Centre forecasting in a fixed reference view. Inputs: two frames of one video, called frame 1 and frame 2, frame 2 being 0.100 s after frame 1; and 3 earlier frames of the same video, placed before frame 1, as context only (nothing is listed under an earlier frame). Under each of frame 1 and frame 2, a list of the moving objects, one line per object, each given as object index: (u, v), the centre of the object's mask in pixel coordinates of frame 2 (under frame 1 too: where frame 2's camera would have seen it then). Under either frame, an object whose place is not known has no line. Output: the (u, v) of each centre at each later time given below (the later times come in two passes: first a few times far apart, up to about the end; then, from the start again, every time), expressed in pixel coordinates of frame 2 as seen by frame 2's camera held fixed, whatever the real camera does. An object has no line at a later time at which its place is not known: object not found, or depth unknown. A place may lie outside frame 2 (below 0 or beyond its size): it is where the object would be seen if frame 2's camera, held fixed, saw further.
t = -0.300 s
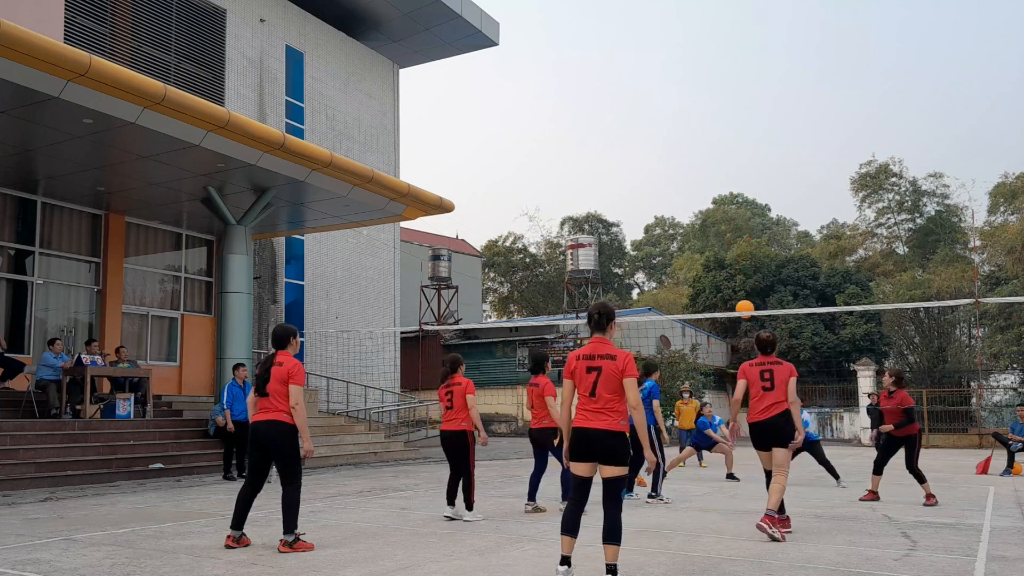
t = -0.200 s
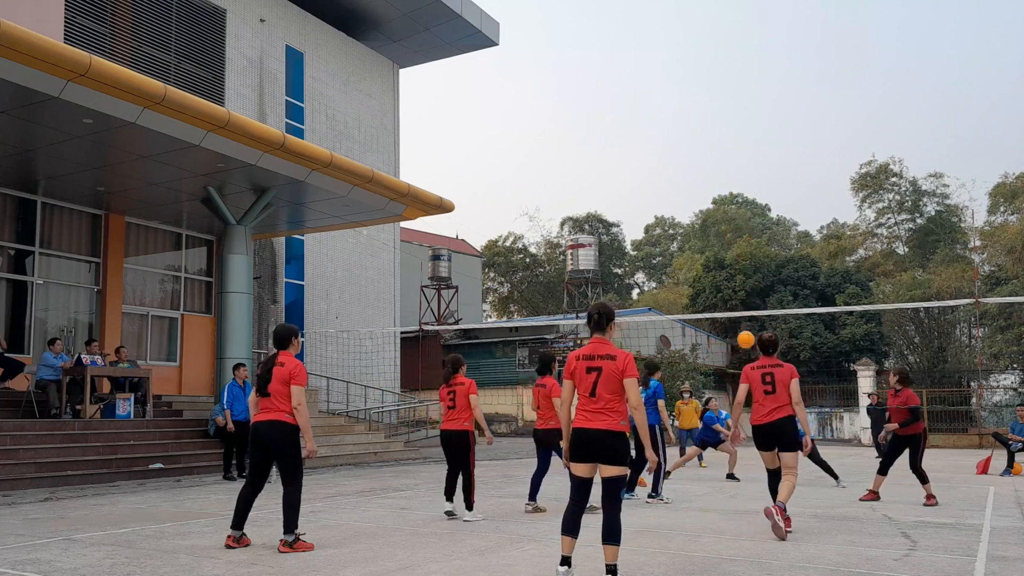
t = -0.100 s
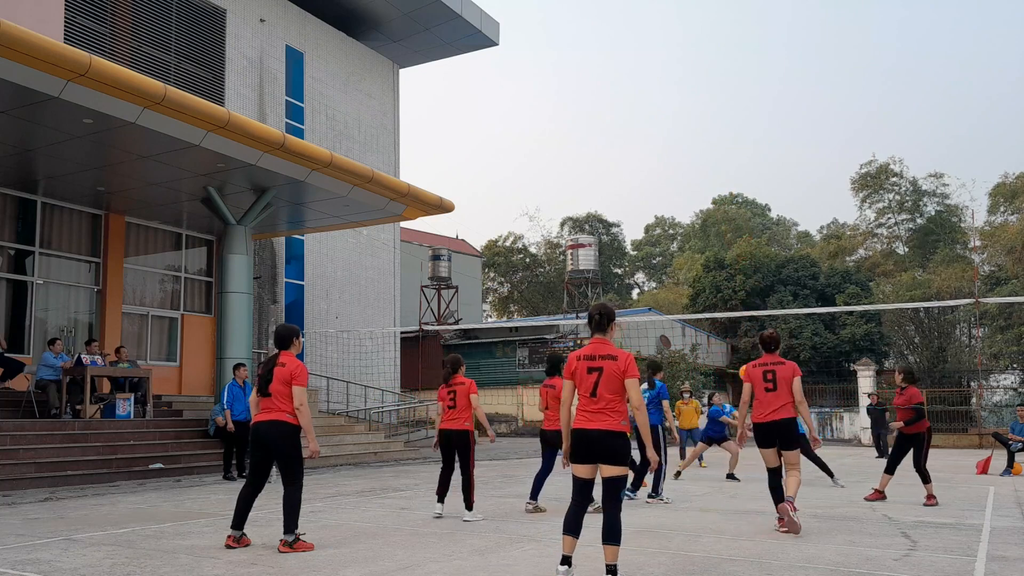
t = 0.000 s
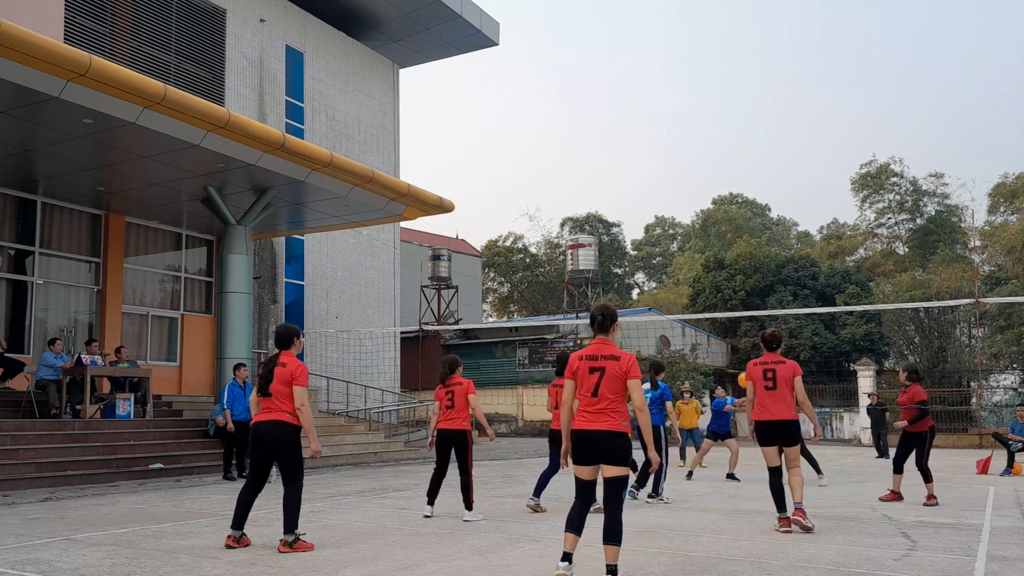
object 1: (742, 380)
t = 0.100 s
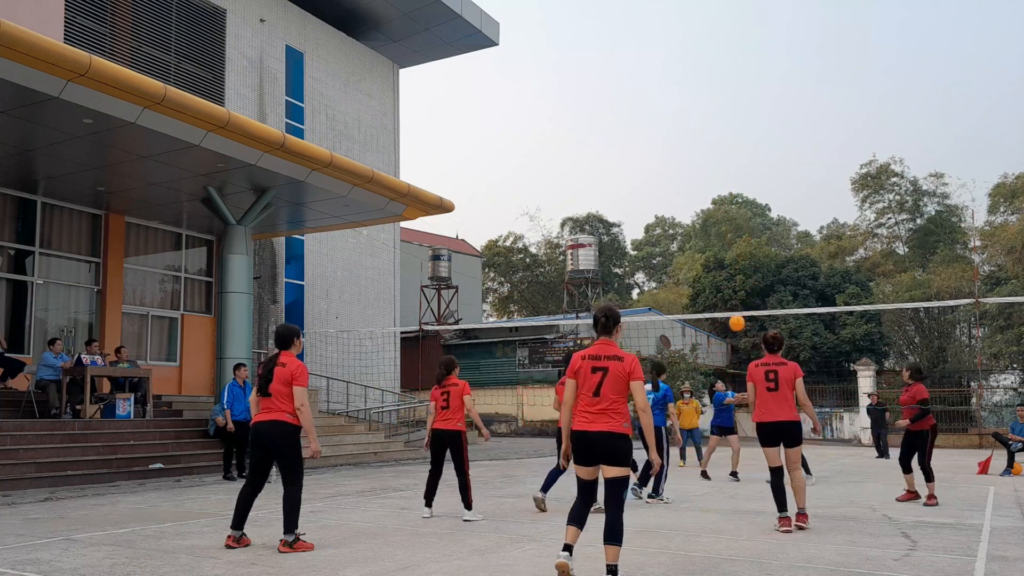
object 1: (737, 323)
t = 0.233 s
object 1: (726, 259)
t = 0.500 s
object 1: (709, 169)
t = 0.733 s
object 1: (696, 129)
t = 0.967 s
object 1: (686, 126)
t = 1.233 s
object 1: (675, 166)
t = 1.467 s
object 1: (669, 239)
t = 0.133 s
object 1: (734, 305)
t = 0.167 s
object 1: (731, 289)
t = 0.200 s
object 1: (729, 274)
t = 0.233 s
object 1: (726, 259)
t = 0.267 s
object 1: (724, 245)
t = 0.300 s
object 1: (721, 232)
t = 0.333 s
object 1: (719, 220)
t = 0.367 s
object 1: (717, 208)
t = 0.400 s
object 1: (715, 197)
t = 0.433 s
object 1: (713, 187)
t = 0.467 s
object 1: (710, 177)
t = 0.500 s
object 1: (709, 169)
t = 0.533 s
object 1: (707, 161)
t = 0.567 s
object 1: (705, 153)
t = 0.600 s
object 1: (703, 147)
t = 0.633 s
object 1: (701, 141)
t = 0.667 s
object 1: (700, 137)
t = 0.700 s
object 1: (698, 132)
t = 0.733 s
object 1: (696, 129)
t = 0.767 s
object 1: (695, 126)
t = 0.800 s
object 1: (693, 125)
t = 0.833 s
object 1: (692, 123)
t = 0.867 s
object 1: (690, 123)
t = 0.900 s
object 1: (689, 123)
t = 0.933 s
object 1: (687, 124)
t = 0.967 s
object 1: (686, 126)
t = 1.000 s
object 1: (684, 129)
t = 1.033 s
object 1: (683, 132)
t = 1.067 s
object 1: (681, 136)
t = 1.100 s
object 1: (680, 140)
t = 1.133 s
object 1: (679, 146)
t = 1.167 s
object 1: (678, 152)
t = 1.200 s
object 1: (677, 159)
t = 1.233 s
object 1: (675, 166)
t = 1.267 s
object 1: (674, 175)
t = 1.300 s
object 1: (673, 183)
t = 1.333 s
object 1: (672, 193)
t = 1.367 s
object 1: (671, 204)
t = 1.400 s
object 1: (670, 215)
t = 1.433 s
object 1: (669, 227)
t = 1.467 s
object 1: (669, 239)
